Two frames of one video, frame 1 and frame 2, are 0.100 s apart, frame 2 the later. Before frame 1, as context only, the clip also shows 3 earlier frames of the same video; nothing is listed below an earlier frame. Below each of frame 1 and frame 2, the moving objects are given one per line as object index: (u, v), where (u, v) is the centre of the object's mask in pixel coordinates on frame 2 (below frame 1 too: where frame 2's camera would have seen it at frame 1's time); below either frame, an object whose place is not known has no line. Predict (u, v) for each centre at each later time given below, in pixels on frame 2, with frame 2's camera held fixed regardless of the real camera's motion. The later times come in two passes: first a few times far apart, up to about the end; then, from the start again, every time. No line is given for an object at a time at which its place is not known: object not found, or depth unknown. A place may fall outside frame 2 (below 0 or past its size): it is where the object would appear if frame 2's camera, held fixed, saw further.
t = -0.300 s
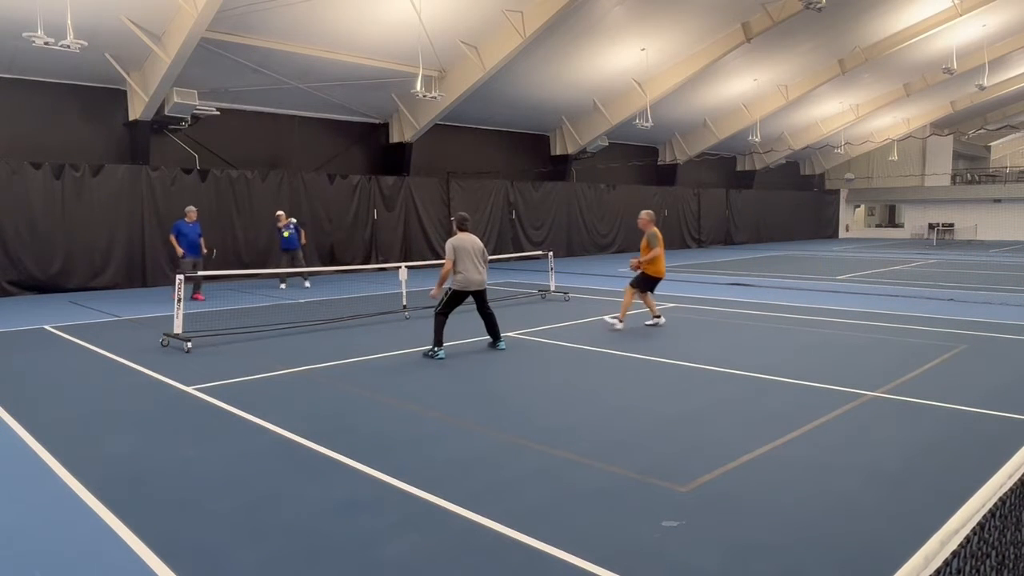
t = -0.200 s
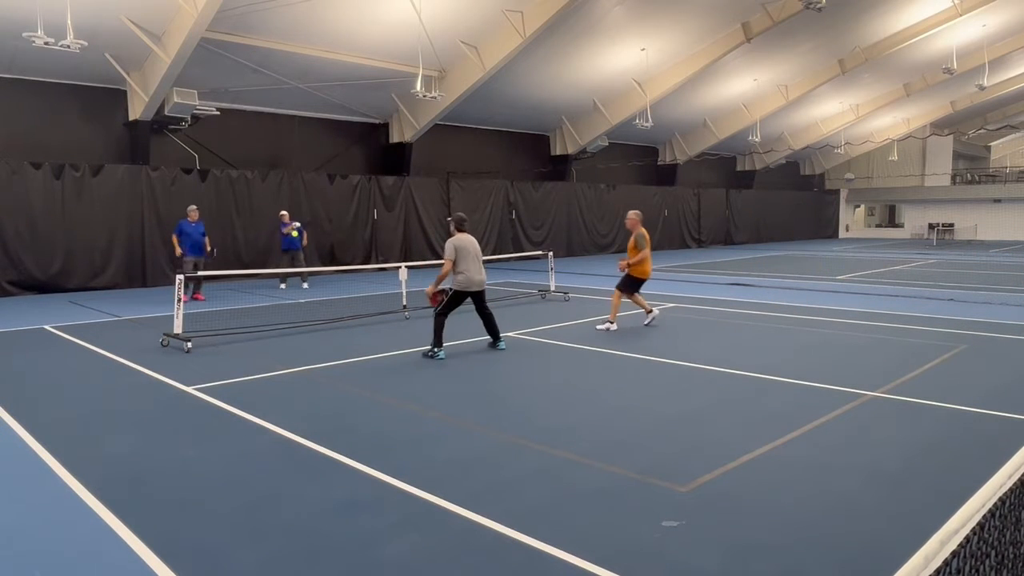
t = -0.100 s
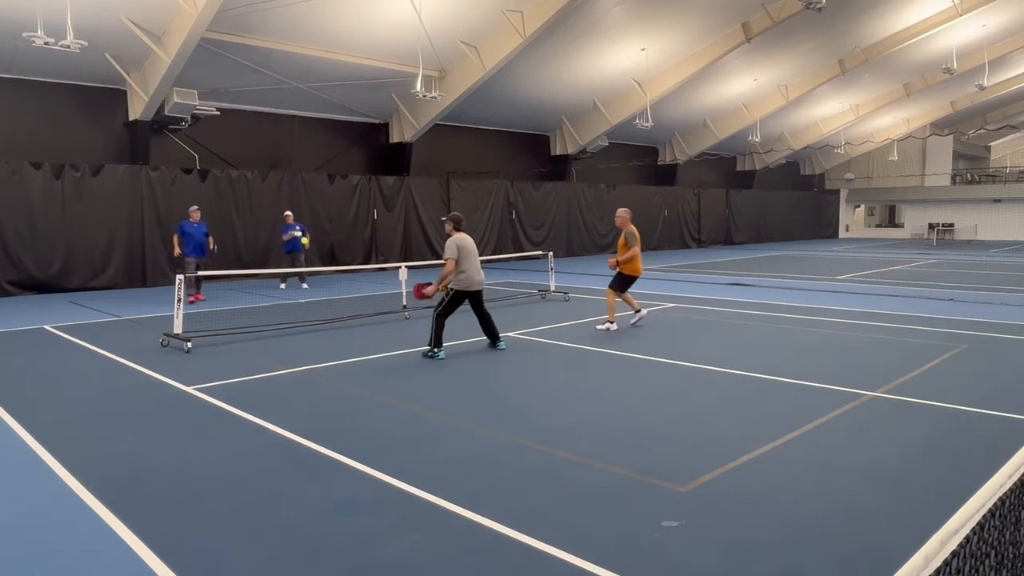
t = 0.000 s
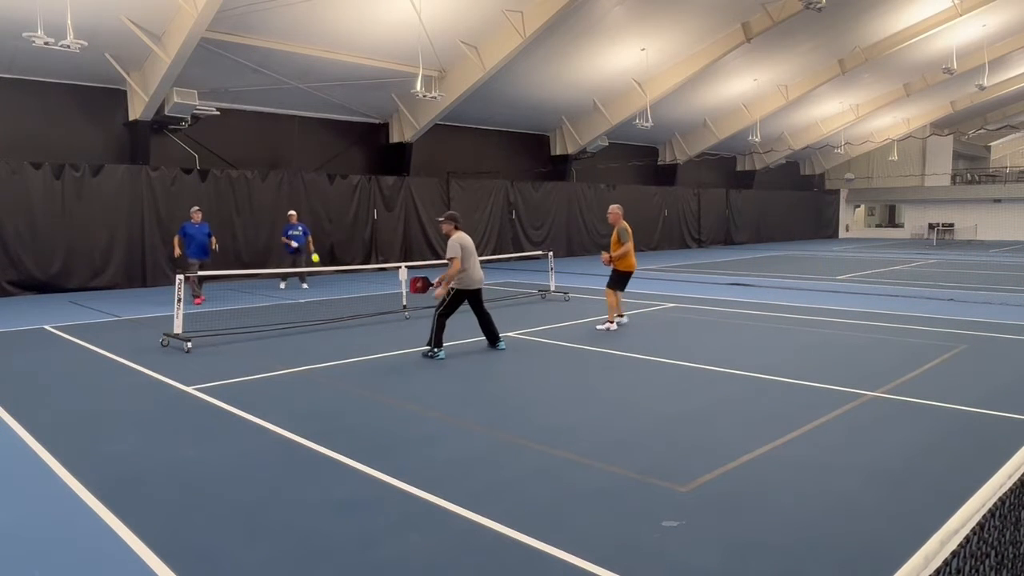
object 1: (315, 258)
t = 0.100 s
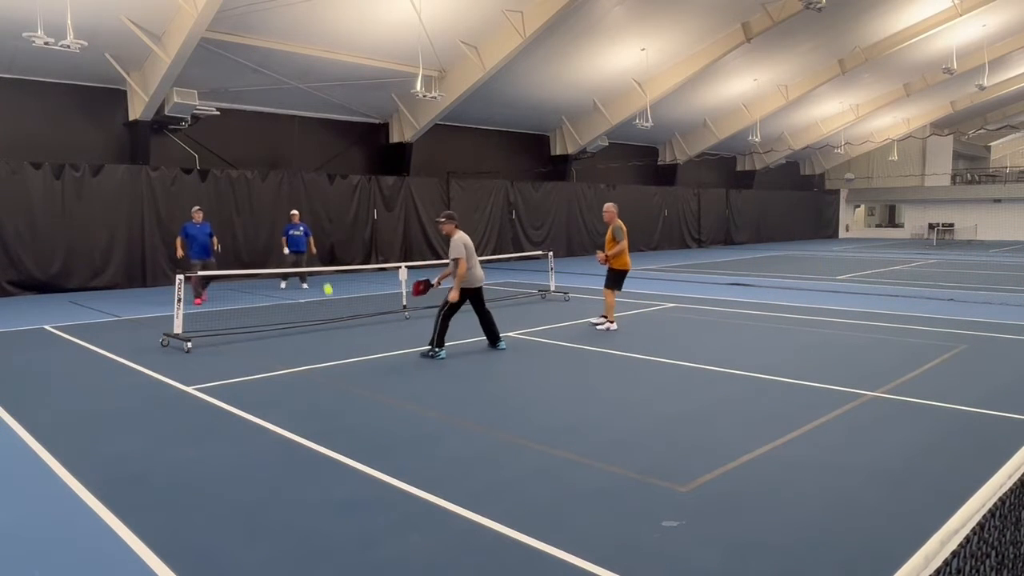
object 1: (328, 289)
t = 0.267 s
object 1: (355, 392)
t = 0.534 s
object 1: (386, 423)
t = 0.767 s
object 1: (429, 546)
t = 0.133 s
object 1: (332, 305)
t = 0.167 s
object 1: (338, 321)
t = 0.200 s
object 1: (343, 342)
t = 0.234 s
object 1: (349, 365)
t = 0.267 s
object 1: (355, 392)
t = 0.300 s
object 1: (362, 423)
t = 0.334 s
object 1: (367, 439)
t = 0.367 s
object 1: (370, 432)
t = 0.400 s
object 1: (373, 427)
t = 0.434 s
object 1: (375, 423)
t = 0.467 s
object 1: (379, 421)
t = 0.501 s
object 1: (383, 421)
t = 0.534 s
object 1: (386, 423)
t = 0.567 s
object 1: (391, 428)
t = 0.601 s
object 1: (396, 436)
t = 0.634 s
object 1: (401, 448)
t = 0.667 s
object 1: (407, 463)
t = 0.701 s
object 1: (413, 484)
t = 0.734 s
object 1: (421, 512)
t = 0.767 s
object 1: (429, 546)
